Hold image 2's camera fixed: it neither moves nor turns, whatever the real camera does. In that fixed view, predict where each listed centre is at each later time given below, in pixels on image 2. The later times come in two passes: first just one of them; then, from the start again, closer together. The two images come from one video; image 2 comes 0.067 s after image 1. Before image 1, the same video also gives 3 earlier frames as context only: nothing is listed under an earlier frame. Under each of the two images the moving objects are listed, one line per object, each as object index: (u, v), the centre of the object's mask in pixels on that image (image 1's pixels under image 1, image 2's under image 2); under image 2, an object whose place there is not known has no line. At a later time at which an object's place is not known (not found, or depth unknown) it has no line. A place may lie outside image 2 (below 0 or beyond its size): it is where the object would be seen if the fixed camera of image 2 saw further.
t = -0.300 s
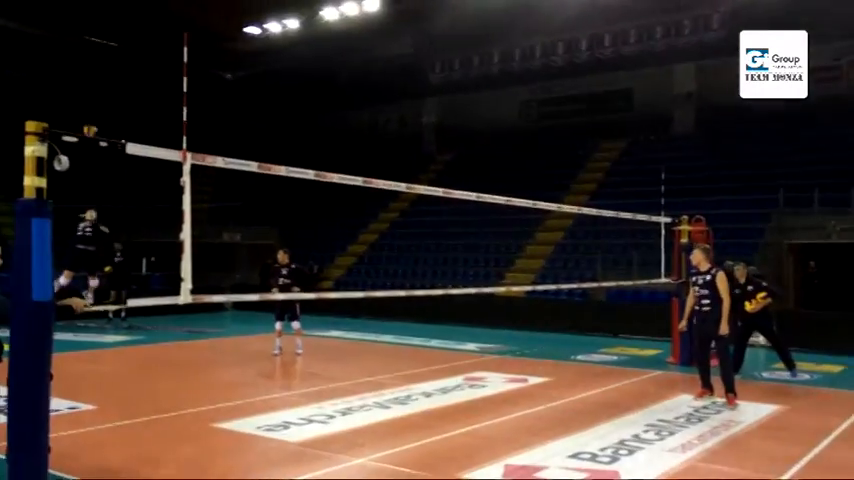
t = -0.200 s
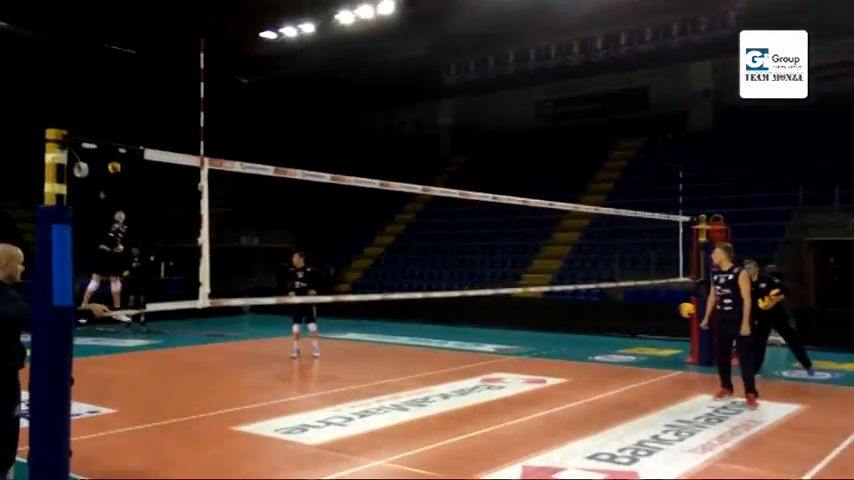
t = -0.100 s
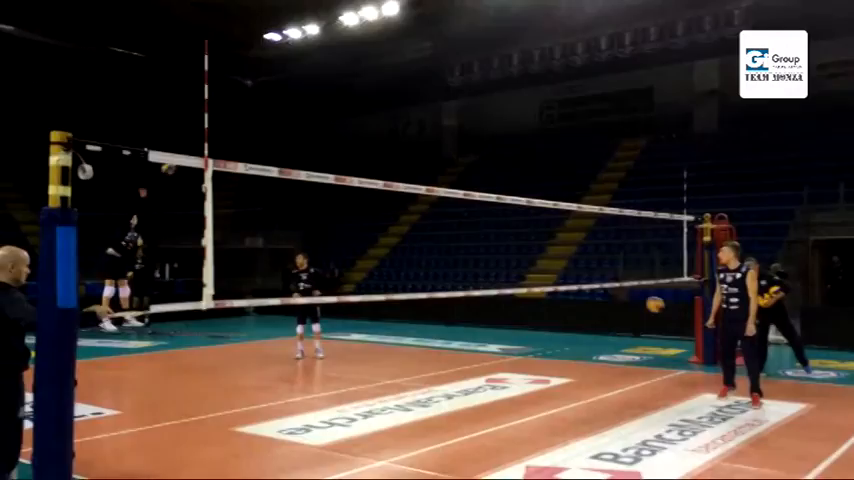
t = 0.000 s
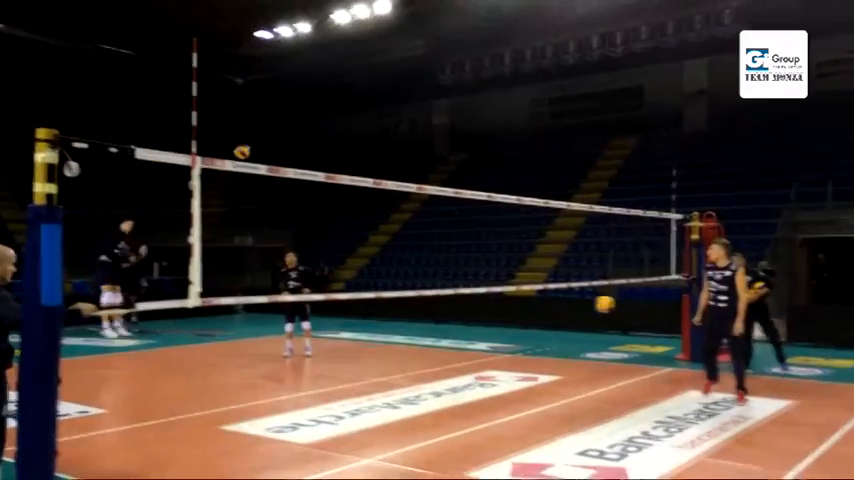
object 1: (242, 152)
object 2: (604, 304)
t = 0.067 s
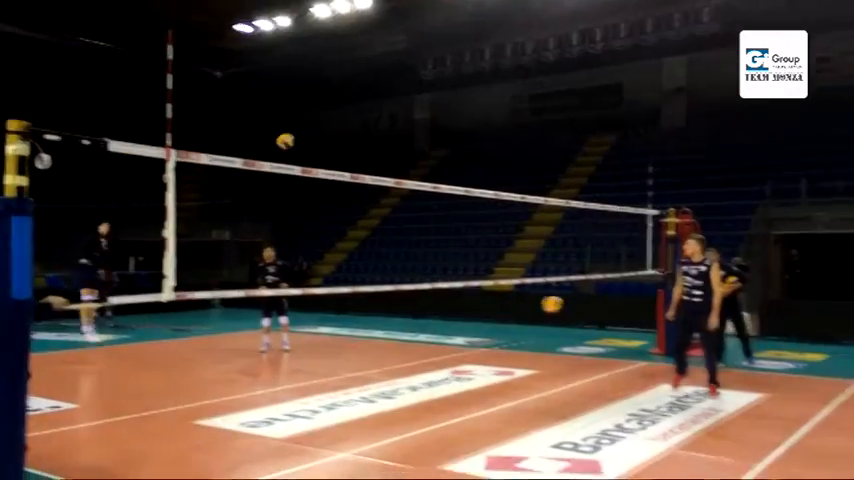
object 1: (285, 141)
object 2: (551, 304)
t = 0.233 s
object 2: (472, 335)
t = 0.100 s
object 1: (321, 141)
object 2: (538, 308)
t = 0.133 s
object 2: (522, 312)
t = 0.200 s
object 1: (444, 149)
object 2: (489, 326)
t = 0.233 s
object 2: (472, 335)
